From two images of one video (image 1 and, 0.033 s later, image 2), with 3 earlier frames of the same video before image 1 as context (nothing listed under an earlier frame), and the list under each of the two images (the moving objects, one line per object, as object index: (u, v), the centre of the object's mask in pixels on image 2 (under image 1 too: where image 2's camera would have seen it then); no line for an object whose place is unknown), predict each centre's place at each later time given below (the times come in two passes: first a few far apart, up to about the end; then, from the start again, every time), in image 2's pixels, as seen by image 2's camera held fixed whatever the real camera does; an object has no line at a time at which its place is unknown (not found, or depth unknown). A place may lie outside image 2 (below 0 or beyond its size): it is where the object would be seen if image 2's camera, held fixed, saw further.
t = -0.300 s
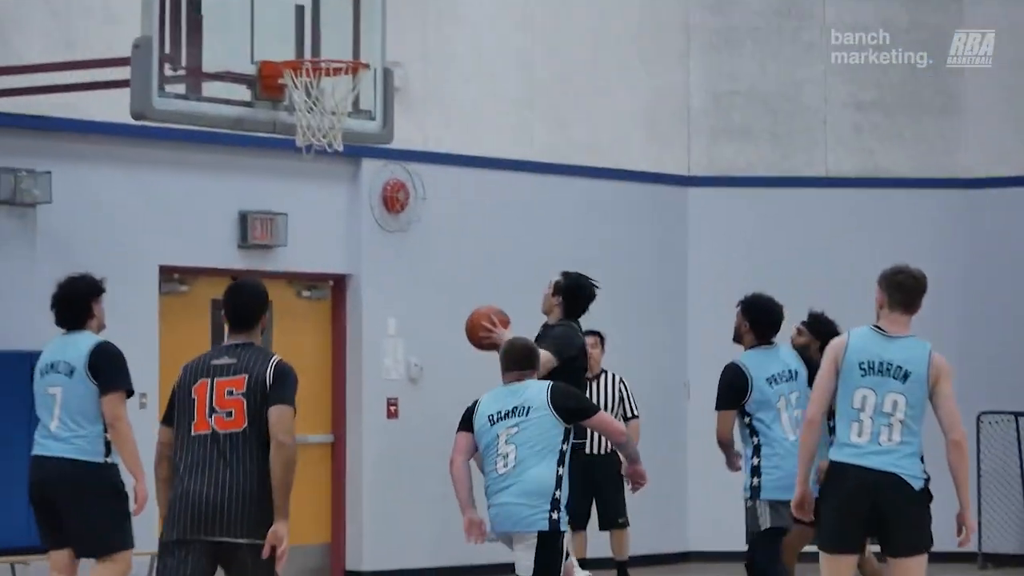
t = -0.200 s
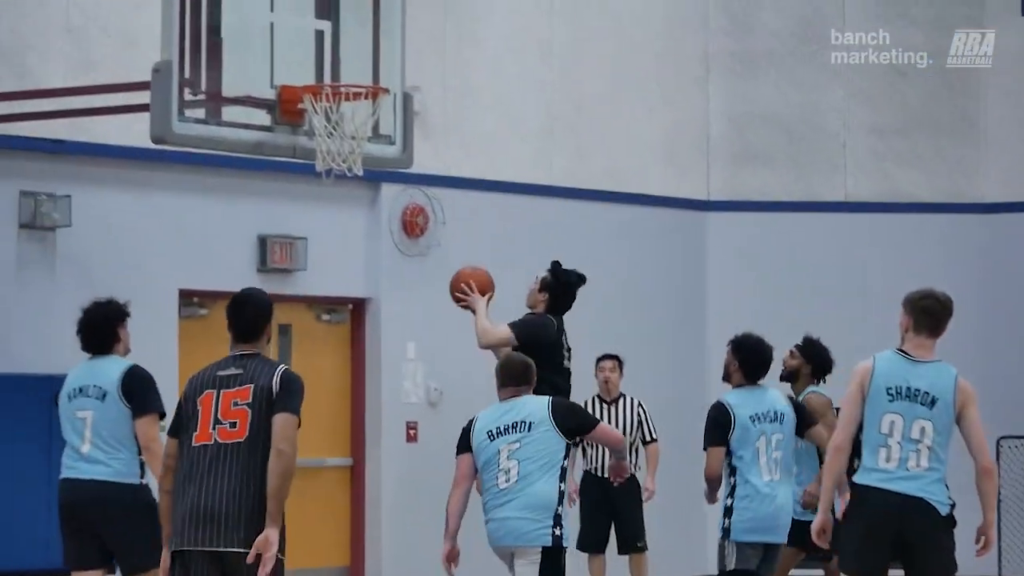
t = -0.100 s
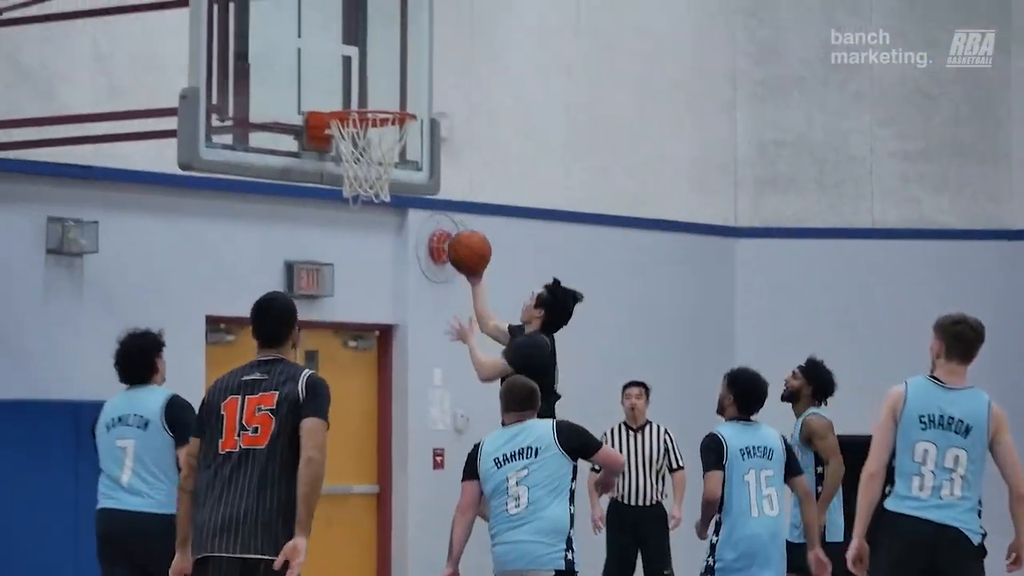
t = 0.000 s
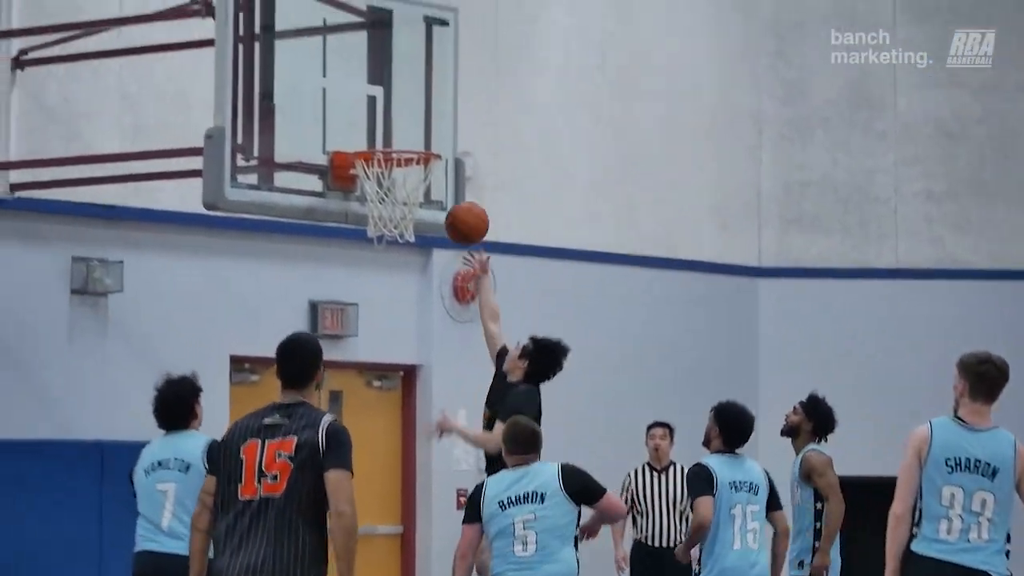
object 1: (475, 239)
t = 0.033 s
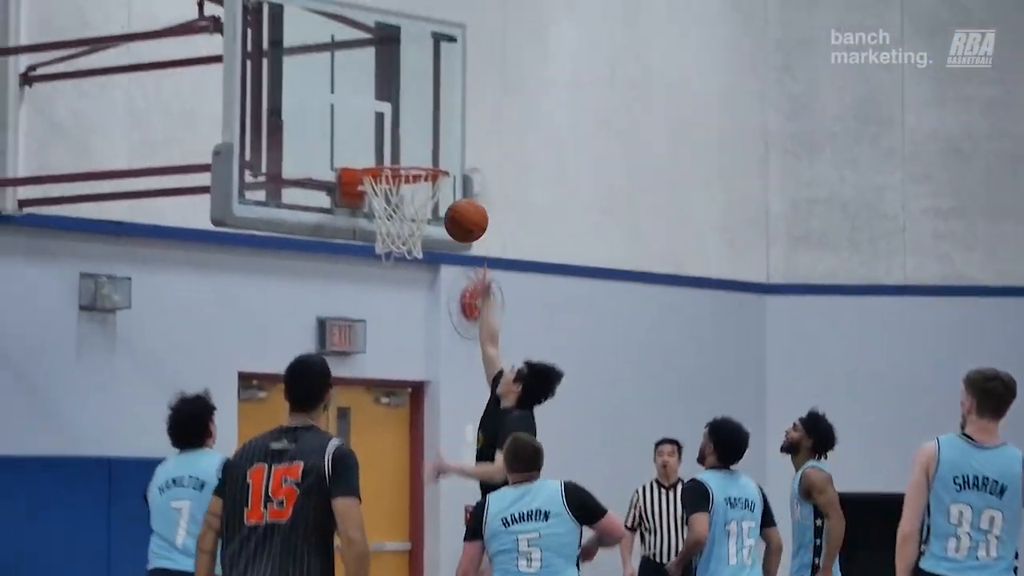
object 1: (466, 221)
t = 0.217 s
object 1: (418, 149)
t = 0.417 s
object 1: (435, 145)
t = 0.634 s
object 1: (469, 156)
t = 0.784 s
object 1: (493, 199)
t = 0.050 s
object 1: (461, 212)
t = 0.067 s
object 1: (458, 204)
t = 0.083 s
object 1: (457, 197)
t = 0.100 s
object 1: (456, 191)
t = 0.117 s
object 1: (448, 180)
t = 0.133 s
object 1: (440, 173)
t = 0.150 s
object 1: (437, 166)
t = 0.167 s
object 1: (431, 161)
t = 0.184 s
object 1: (426, 154)
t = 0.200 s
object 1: (422, 152)
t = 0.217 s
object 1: (418, 149)
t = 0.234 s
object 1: (416, 147)
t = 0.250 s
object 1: (418, 146)
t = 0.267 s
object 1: (420, 143)
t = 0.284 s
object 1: (421, 141)
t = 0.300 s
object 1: (423, 140)
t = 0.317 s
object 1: (425, 139)
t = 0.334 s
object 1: (427, 139)
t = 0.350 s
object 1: (428, 139)
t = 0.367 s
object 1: (430, 140)
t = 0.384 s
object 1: (432, 141)
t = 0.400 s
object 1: (434, 143)
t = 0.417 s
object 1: (435, 145)
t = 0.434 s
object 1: (438, 147)
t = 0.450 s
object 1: (440, 150)
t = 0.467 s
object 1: (442, 152)
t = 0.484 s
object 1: (444, 151)
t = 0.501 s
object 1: (447, 150)
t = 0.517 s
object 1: (449, 150)
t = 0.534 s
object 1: (452, 150)
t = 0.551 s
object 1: (455, 150)
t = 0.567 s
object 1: (457, 150)
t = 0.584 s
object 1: (461, 152)
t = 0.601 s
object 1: (463, 152)
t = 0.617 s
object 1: (466, 154)
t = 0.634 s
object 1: (469, 156)
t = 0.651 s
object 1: (471, 159)
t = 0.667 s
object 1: (474, 162)
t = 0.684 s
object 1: (476, 166)
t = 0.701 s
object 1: (479, 171)
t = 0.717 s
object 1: (482, 176)
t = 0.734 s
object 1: (485, 181)
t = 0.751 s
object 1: (487, 187)
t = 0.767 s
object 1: (490, 193)
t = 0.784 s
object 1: (493, 199)
